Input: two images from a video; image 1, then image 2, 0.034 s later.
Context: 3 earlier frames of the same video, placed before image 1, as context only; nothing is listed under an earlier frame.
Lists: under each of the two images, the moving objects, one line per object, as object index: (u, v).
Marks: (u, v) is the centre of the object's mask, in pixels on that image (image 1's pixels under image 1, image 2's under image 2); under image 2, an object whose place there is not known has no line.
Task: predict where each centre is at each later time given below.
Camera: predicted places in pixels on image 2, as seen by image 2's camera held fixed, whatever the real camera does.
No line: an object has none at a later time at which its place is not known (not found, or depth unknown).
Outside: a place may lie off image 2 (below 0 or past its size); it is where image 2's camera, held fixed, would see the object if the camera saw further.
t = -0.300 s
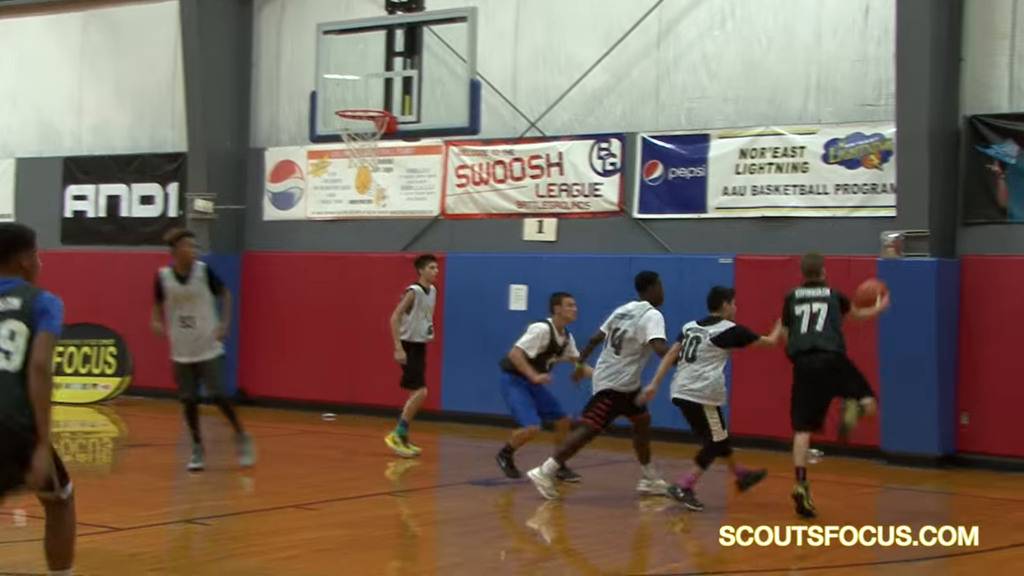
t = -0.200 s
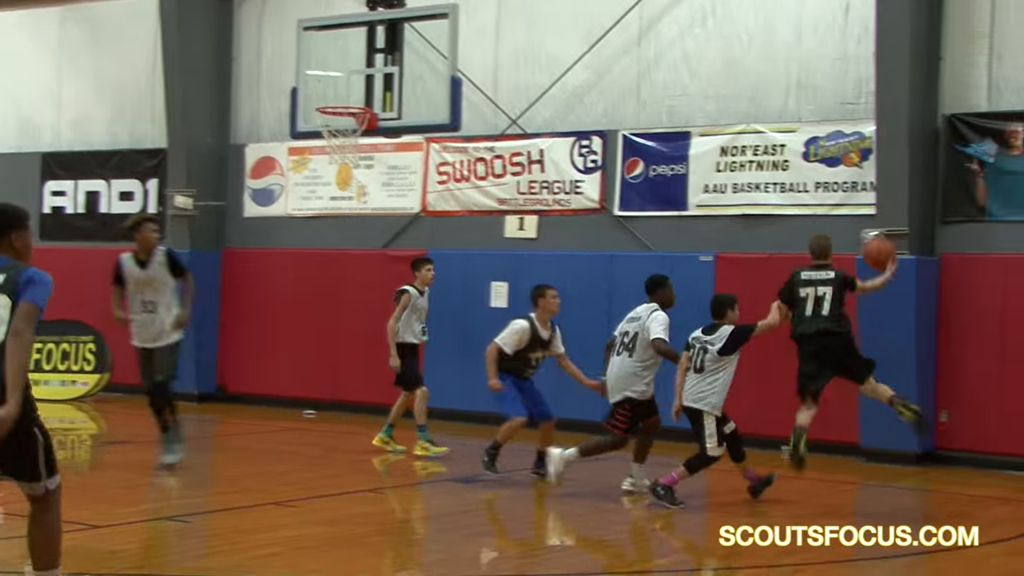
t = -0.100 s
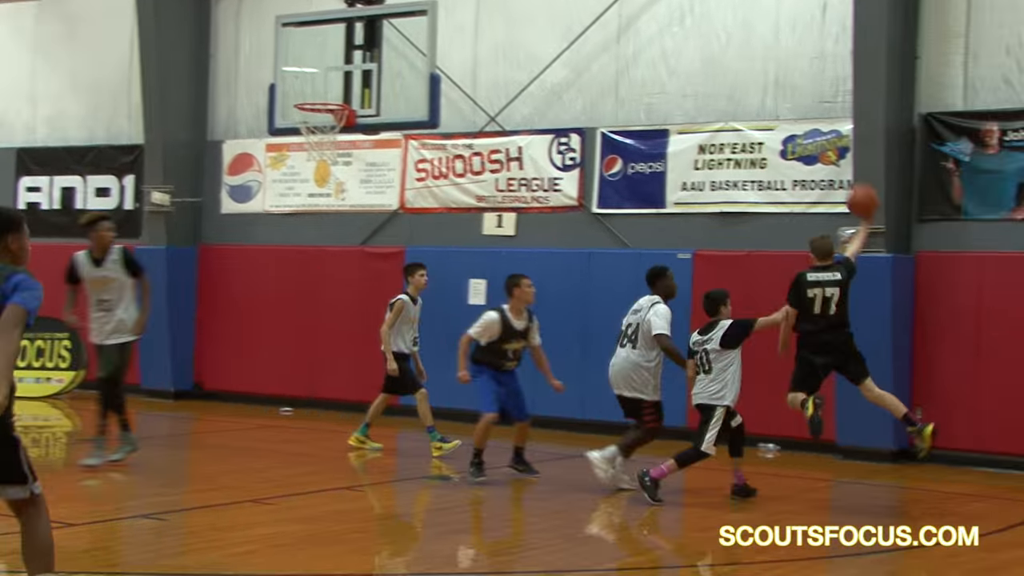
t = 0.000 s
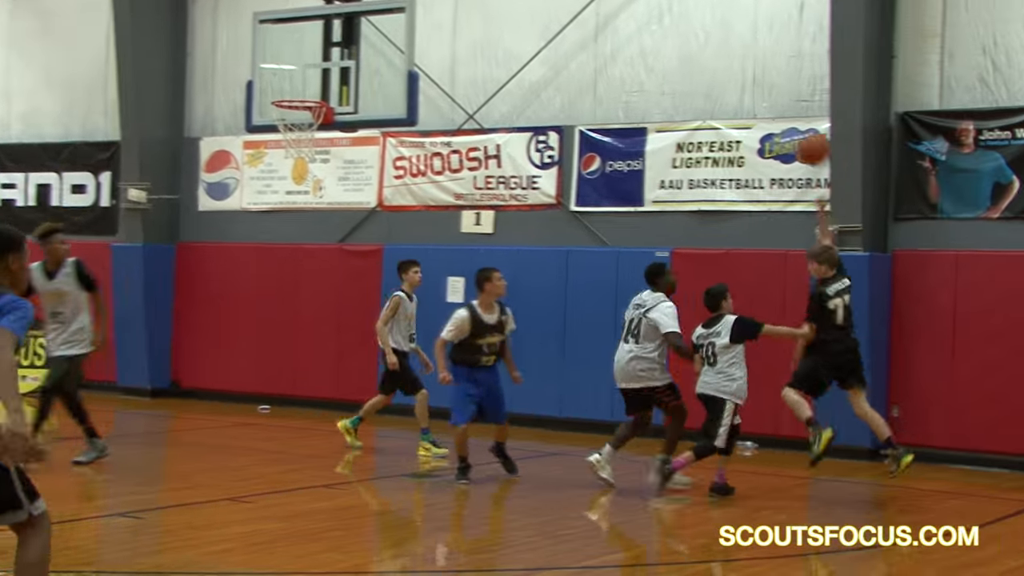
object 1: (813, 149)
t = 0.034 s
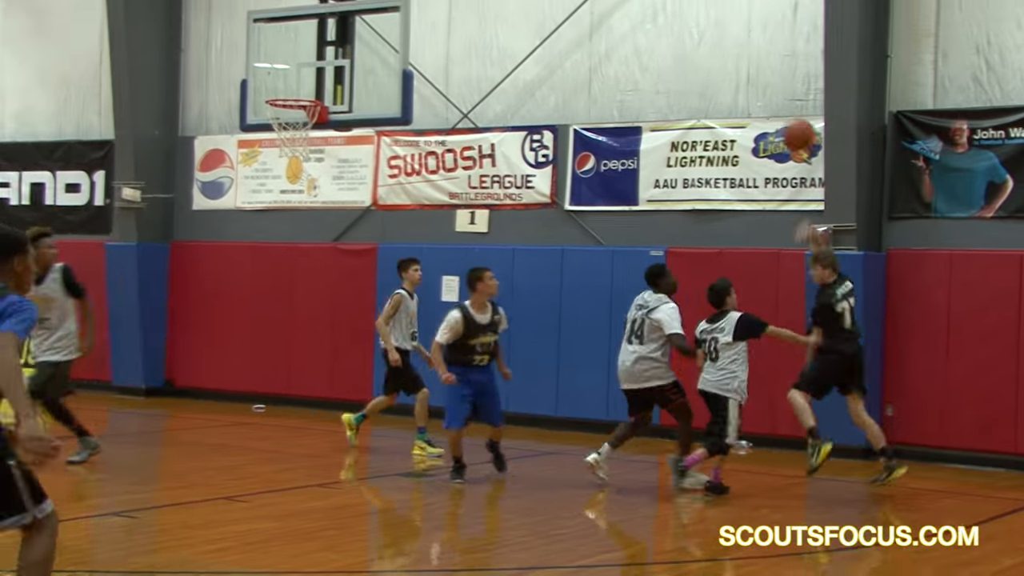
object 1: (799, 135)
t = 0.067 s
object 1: (788, 122)
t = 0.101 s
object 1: (778, 111)
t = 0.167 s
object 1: (758, 94)
